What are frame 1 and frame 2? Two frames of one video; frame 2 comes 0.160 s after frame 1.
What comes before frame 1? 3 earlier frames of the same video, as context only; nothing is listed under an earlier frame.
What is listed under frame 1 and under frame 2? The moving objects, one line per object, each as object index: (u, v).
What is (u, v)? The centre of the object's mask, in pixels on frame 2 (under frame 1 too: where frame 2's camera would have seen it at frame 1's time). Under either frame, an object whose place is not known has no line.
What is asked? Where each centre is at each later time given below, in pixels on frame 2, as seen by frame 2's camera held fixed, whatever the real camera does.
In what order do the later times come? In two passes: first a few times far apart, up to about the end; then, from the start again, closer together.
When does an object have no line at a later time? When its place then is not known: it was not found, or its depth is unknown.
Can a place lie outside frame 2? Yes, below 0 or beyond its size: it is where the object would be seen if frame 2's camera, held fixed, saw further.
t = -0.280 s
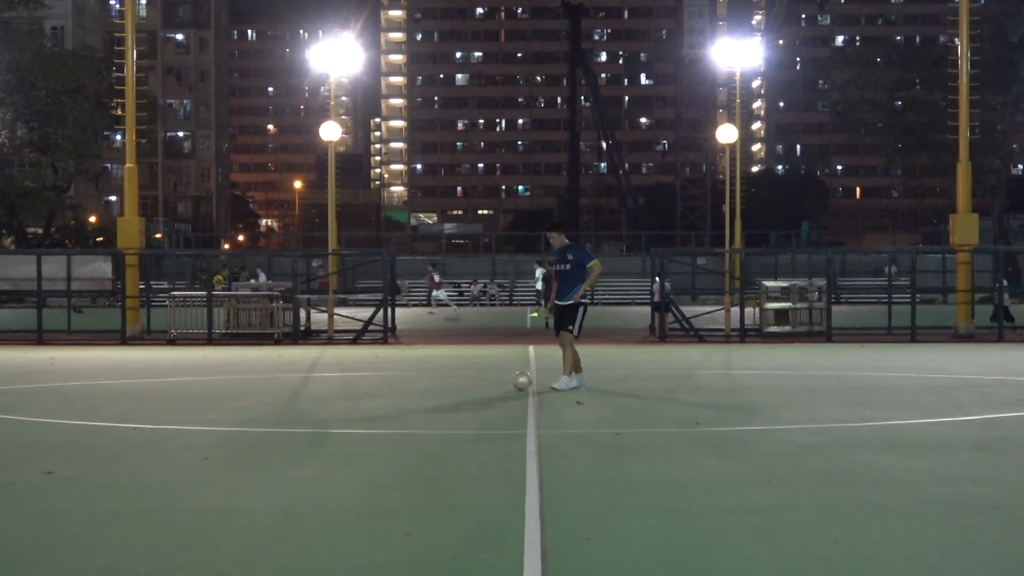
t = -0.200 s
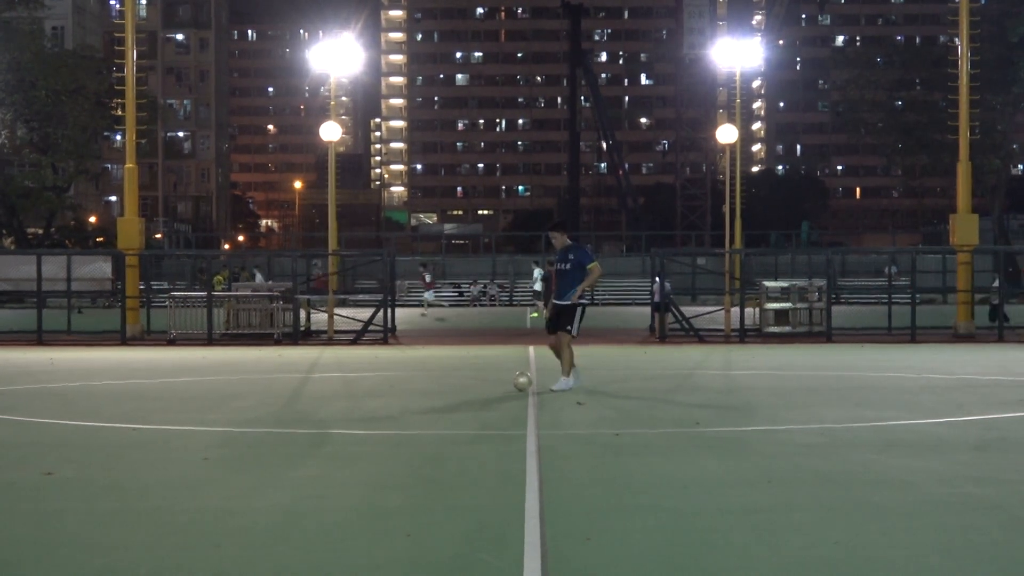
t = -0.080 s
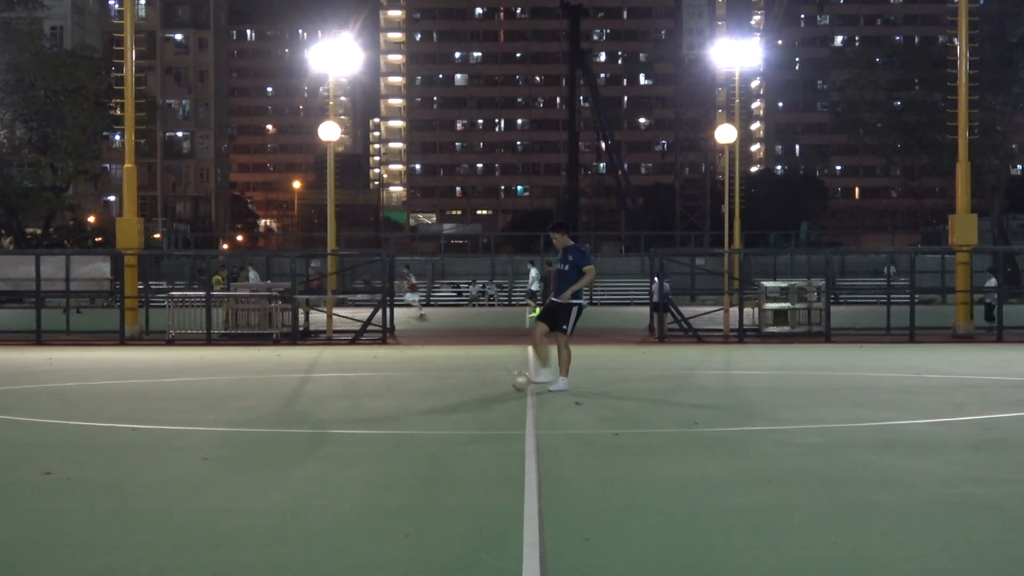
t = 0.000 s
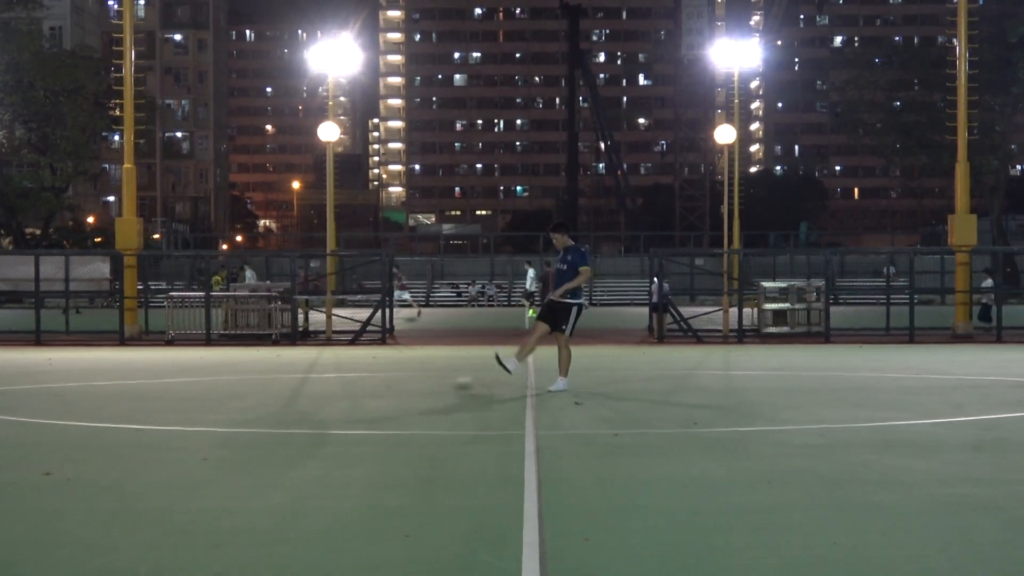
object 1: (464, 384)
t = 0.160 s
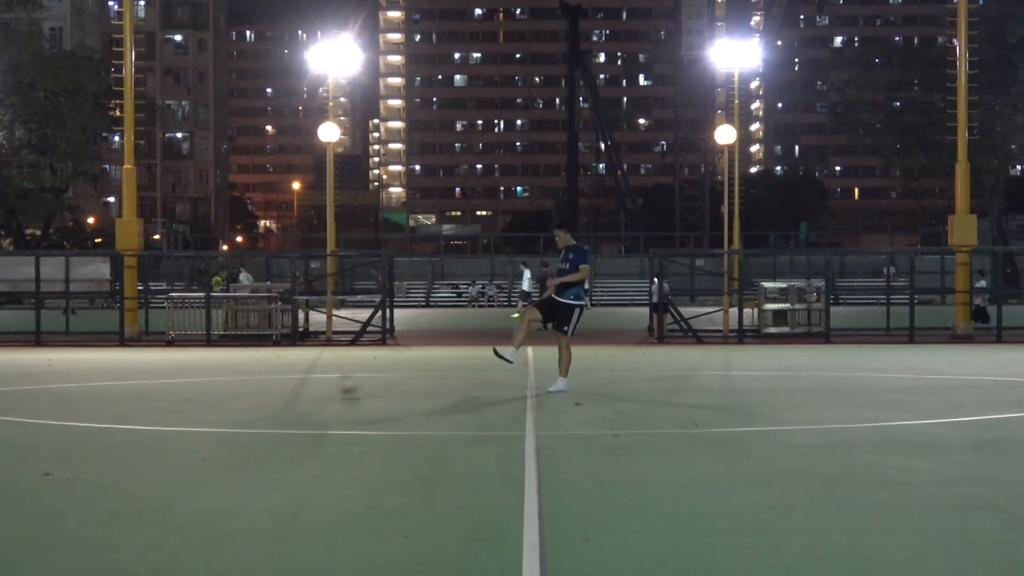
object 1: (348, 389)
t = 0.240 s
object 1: (294, 393)
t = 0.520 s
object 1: (125, 396)
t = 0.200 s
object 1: (322, 389)
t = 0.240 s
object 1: (294, 393)
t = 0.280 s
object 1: (270, 392)
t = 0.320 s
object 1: (247, 392)
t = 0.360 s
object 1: (222, 393)
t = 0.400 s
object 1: (199, 392)
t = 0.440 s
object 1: (174, 392)
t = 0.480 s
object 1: (150, 394)
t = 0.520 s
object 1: (125, 396)
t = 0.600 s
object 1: (75, 395)
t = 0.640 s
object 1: (53, 398)
